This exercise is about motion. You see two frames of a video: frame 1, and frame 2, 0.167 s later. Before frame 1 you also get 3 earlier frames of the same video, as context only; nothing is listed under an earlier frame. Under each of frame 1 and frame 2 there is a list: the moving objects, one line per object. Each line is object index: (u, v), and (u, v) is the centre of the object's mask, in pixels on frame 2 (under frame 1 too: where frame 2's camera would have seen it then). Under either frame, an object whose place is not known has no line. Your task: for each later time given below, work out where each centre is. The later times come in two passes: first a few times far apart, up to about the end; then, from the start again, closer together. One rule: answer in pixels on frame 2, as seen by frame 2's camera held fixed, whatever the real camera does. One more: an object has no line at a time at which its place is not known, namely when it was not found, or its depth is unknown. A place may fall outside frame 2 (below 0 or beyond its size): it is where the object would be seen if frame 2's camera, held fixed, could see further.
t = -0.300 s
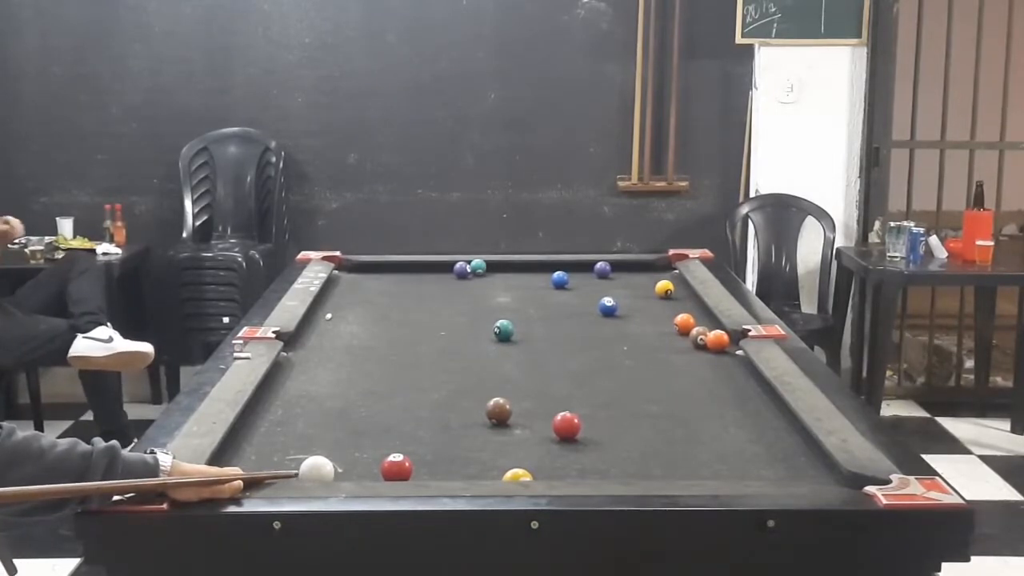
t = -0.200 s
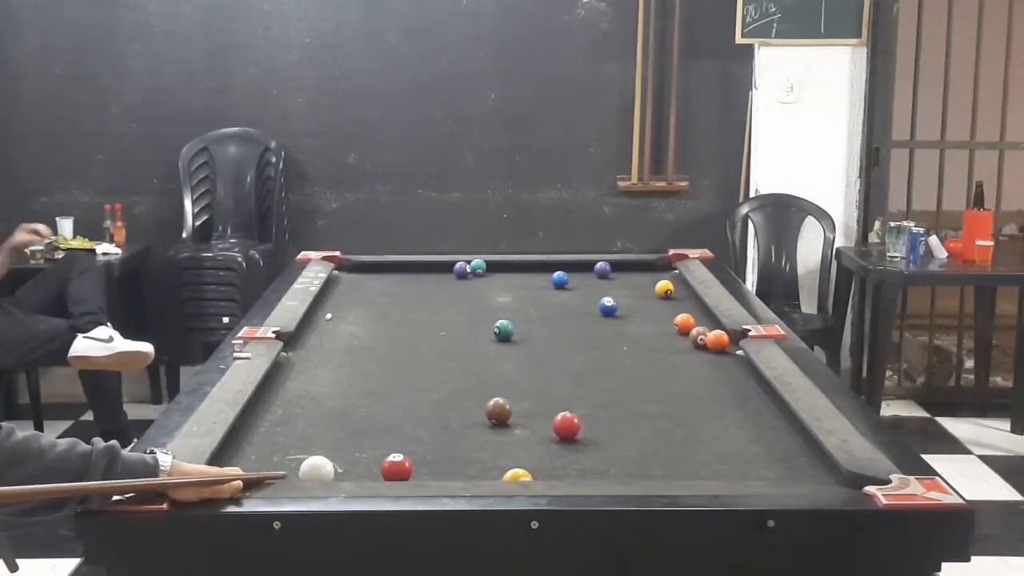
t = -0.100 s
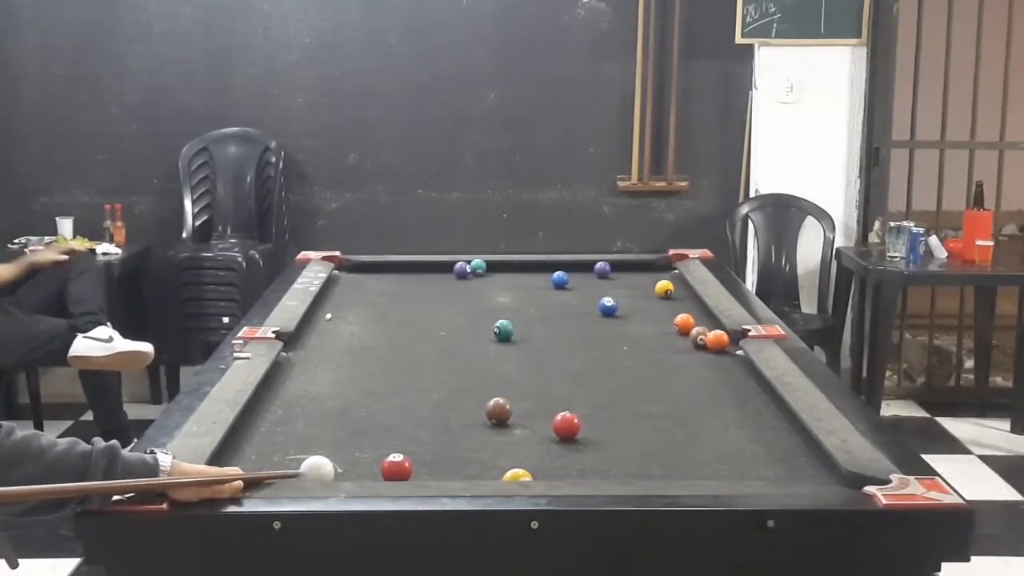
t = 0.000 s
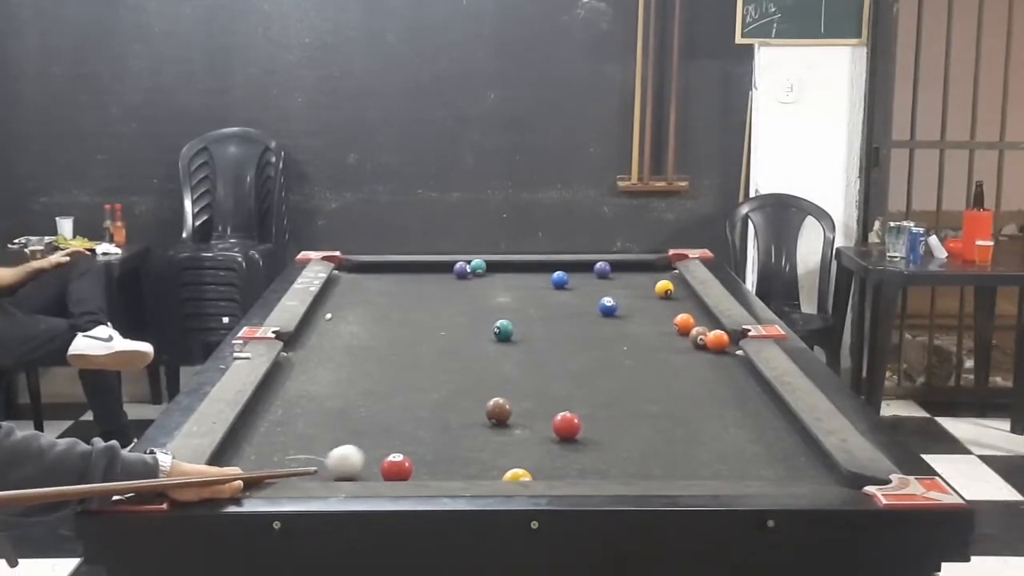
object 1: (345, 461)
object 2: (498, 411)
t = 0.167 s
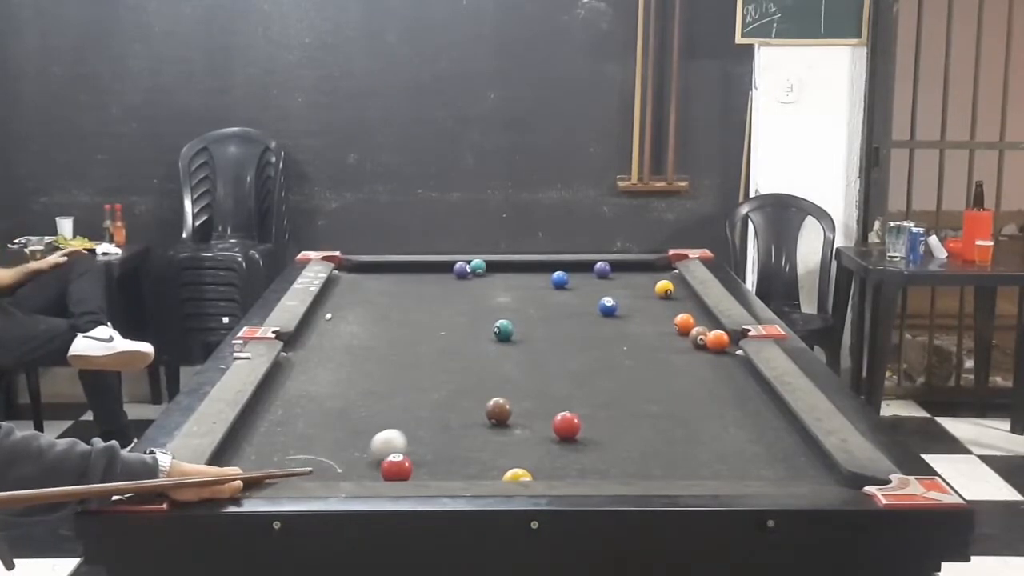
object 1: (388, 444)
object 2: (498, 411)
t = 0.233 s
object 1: (405, 438)
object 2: (498, 411)
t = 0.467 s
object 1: (456, 420)
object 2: (498, 411)
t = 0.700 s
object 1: (477, 407)
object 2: (527, 406)
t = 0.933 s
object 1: (483, 398)
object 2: (565, 399)
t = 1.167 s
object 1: (489, 390)
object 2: (600, 394)
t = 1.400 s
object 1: (493, 383)
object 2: (631, 389)
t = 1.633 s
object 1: (497, 377)
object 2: (658, 384)
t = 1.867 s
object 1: (501, 371)
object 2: (683, 380)
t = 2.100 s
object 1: (504, 367)
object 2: (705, 377)
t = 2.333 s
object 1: (507, 364)
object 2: (725, 374)
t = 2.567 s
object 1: (509, 362)
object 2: (743, 371)
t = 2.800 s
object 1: (511, 360)
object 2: (735, 370)
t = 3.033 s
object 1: (511, 358)
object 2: (726, 369)
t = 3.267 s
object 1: (512, 358)
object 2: (719, 368)
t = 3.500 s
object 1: (512, 357)
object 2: (715, 368)
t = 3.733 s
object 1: (512, 358)
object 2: (713, 368)
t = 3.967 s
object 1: (512, 358)
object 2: (714, 368)
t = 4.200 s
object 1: (512, 358)
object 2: (714, 368)
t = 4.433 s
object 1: (512, 358)
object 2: (714, 368)
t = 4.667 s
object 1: (512, 358)
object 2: (714, 368)
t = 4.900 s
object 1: (512, 358)
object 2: (714, 368)
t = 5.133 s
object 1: (512, 358)
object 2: (714, 368)
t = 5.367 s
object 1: (512, 358)
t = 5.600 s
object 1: (512, 358)
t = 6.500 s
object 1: (512, 358)
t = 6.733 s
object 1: (512, 358)
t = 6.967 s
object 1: (512, 357)
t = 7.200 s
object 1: (512, 358)
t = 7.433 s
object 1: (517, 356)
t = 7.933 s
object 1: (521, 357)
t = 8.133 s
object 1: (511, 358)
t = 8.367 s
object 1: (511, 358)
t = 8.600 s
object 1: (512, 359)
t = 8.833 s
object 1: (512, 357)
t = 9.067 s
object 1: (513, 359)
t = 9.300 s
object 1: (512, 358)
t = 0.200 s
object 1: (397, 441)
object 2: (498, 411)
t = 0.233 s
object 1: (405, 438)
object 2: (498, 411)
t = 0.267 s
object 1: (413, 437)
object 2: (498, 411)
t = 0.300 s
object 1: (420, 433)
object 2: (498, 411)
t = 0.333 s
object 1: (427, 431)
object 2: (498, 411)
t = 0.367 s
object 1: (435, 427)
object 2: (498, 411)
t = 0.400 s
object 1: (442, 425)
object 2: (498, 411)
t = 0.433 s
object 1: (449, 423)
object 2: (498, 411)
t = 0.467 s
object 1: (456, 420)
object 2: (498, 411)
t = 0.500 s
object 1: (463, 418)
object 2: (499, 411)
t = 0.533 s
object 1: (470, 415)
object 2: (499, 411)
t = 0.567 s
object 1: (473, 413)
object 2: (502, 411)
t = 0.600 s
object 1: (474, 411)
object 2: (509, 409)
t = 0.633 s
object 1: (475, 410)
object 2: (516, 408)
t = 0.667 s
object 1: (476, 408)
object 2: (522, 407)
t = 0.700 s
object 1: (477, 407)
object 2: (527, 406)
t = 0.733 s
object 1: (478, 405)
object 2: (533, 405)
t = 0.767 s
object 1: (479, 404)
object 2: (538, 404)
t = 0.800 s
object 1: (480, 403)
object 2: (544, 404)
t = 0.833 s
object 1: (481, 402)
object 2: (549, 402)
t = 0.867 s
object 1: (481, 400)
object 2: (554, 401)
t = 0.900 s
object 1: (482, 399)
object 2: (560, 400)
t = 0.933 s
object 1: (483, 398)
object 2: (565, 399)
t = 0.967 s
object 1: (484, 397)
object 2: (571, 398)
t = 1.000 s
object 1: (485, 396)
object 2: (576, 398)
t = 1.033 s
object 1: (486, 394)
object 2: (581, 398)
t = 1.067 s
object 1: (486, 393)
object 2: (587, 396)
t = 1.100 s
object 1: (487, 392)
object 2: (591, 395)
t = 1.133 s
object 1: (488, 391)
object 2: (596, 395)
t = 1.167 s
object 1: (489, 390)
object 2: (600, 394)
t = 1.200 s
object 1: (490, 389)
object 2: (605, 393)
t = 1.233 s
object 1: (490, 388)
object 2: (609, 392)
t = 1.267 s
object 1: (491, 387)
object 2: (614, 392)
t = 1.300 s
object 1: (491, 385)
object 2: (618, 391)
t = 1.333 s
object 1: (492, 384)
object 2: (622, 390)
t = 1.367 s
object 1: (493, 384)
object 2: (626, 389)
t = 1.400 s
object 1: (493, 383)
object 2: (631, 389)
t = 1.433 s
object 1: (494, 382)
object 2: (635, 388)
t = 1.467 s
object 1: (494, 381)
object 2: (639, 388)
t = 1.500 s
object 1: (495, 380)
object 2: (643, 387)
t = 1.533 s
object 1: (495, 379)
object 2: (647, 386)
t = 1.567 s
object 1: (496, 378)
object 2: (651, 385)
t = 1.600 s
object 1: (497, 377)
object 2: (655, 385)
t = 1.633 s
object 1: (497, 377)
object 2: (658, 384)
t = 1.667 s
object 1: (498, 376)
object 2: (662, 384)
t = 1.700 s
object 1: (498, 375)
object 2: (666, 383)
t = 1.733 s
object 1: (499, 374)
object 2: (670, 382)
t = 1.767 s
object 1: (499, 373)
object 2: (673, 382)
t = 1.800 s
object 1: (500, 373)
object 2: (677, 381)
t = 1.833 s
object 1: (500, 372)
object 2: (680, 381)
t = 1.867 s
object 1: (501, 371)
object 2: (683, 380)
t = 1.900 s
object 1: (501, 371)
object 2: (686, 380)
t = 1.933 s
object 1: (502, 370)
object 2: (689, 379)
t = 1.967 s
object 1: (502, 369)
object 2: (693, 379)
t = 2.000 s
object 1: (503, 369)
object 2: (696, 378)
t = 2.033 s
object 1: (503, 368)
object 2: (699, 378)
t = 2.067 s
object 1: (504, 368)
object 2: (702, 377)
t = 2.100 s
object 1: (504, 367)
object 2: (705, 377)
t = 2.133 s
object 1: (505, 367)
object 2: (708, 376)
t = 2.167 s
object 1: (505, 366)
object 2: (711, 376)
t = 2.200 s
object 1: (505, 366)
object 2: (714, 375)
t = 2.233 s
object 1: (506, 365)
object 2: (717, 375)
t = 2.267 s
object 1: (506, 365)
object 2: (720, 374)
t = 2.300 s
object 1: (507, 364)
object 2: (723, 374)
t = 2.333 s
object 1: (507, 364)
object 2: (725, 374)
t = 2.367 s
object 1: (507, 364)
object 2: (728, 373)
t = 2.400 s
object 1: (508, 363)
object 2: (731, 373)
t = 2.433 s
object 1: (508, 363)
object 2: (733, 373)
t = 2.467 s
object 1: (508, 362)
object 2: (736, 372)
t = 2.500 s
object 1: (509, 362)
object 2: (738, 372)
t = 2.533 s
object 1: (509, 362)
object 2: (741, 372)
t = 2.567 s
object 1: (509, 362)
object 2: (743, 371)
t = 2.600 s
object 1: (510, 361)
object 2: (745, 371)
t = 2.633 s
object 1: (510, 361)
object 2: (744, 371)
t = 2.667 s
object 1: (510, 360)
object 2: (742, 371)
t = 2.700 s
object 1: (510, 360)
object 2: (740, 370)
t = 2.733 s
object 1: (510, 360)
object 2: (739, 370)
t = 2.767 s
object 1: (511, 360)
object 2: (737, 370)
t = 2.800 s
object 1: (511, 360)
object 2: (735, 370)
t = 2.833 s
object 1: (511, 359)
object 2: (734, 370)
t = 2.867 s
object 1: (511, 359)
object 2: (732, 369)
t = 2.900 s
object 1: (511, 359)
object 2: (731, 370)
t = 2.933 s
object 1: (511, 359)
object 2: (729, 369)
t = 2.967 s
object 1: (511, 358)
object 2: (728, 369)
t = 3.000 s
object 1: (511, 358)
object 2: (727, 369)
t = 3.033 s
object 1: (511, 358)
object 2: (726, 369)
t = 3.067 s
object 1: (511, 358)
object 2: (725, 369)
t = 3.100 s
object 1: (511, 358)
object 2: (724, 369)
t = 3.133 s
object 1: (512, 358)
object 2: (723, 369)
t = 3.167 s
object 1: (512, 358)
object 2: (722, 369)
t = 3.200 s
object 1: (512, 358)
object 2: (721, 369)
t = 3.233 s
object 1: (512, 358)
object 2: (720, 368)
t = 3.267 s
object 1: (512, 358)
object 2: (719, 368)
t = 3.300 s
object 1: (512, 358)
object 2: (719, 368)
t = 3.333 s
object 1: (512, 358)
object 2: (718, 368)
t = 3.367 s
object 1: (512, 358)
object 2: (717, 368)
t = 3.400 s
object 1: (512, 357)
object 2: (716, 368)
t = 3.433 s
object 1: (512, 357)
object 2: (716, 368)
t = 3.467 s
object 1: (512, 357)
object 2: (715, 368)
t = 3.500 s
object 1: (512, 357)
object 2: (715, 368)
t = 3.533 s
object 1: (512, 357)
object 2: (715, 368)
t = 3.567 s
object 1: (512, 358)
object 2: (714, 368)
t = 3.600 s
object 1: (512, 358)
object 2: (714, 368)
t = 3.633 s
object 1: (512, 358)
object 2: (714, 368)
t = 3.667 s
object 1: (512, 358)
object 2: (714, 368)
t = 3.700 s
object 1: (512, 358)
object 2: (714, 368)
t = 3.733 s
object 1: (512, 358)
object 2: (713, 368)
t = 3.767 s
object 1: (512, 357)
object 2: (714, 368)
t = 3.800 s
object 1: (512, 358)
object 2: (714, 368)
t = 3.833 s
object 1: (512, 357)
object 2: (714, 368)
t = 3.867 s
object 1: (512, 358)
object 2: (714, 368)
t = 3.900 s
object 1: (512, 358)
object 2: (714, 368)
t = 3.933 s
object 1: (512, 358)
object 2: (714, 368)
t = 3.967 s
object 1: (512, 358)
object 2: (714, 368)
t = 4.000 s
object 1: (512, 358)
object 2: (714, 368)
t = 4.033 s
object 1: (512, 358)
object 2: (715, 368)
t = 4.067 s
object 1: (512, 358)
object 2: (714, 368)
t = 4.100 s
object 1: (512, 358)
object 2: (714, 368)
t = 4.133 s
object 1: (512, 358)
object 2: (714, 368)
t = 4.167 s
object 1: (512, 358)
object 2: (714, 368)
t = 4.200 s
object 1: (512, 358)
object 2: (714, 368)
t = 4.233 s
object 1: (512, 358)
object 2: (714, 368)
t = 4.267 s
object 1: (512, 358)
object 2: (714, 368)
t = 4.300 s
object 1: (512, 358)
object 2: (714, 368)
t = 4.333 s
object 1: (512, 358)
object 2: (714, 368)
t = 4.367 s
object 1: (512, 358)
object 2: (714, 368)
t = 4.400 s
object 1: (512, 358)
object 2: (714, 368)
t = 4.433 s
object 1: (512, 358)
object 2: (714, 368)
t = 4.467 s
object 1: (512, 358)
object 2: (714, 368)
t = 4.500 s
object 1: (512, 358)
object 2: (714, 368)
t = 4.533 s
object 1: (512, 358)
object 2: (714, 368)
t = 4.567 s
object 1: (512, 358)
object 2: (714, 368)
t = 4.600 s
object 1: (512, 358)
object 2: (714, 368)
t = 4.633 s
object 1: (512, 358)
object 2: (714, 368)
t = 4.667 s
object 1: (512, 358)
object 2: (714, 368)
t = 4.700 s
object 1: (512, 358)
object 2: (714, 368)
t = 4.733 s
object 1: (512, 358)
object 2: (714, 368)
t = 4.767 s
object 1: (512, 358)
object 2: (714, 368)
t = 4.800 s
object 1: (512, 358)
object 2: (714, 368)
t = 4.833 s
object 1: (512, 358)
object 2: (714, 368)
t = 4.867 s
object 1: (512, 358)
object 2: (714, 368)
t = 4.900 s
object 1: (512, 358)
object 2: (714, 368)
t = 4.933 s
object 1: (512, 358)
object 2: (714, 368)
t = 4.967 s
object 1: (512, 358)
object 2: (714, 368)
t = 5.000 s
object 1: (512, 358)
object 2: (714, 368)
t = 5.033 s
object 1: (512, 358)
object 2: (714, 368)
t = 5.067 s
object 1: (512, 358)
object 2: (714, 368)
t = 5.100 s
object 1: (512, 358)
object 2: (714, 368)
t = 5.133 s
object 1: (512, 358)
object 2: (714, 368)
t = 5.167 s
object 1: (512, 358)
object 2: (714, 368)
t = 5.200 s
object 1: (512, 358)
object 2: (714, 368)
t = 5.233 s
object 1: (512, 358)
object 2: (714, 368)
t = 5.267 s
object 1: (512, 358)
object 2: (714, 368)
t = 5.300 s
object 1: (512, 358)
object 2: (714, 368)
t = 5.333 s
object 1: (512, 358)
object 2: (715, 368)
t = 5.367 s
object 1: (512, 358)
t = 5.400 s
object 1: (512, 358)
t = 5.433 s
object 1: (512, 358)
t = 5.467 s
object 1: (512, 356)
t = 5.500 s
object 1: (512, 358)
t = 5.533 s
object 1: (512, 358)
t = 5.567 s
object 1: (512, 358)
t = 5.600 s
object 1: (512, 358)
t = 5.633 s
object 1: (512, 358)
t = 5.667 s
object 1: (512, 357)
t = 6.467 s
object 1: (512, 358)
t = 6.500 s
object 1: (512, 358)
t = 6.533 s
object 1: (512, 358)
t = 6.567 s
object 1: (512, 358)
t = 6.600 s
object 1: (512, 358)
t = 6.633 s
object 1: (512, 358)
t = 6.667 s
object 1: (512, 359)
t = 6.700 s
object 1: (512, 358)
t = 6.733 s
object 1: (512, 358)
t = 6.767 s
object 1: (512, 358)
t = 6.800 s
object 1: (512, 358)
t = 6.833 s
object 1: (512, 358)
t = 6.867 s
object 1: (512, 358)
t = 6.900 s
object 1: (512, 358)
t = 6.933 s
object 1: (512, 358)
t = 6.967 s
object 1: (512, 357)
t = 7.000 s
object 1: (512, 357)
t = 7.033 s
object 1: (512, 358)
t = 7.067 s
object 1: (512, 357)
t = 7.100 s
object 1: (512, 357)
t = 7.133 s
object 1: (512, 358)
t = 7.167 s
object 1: (512, 358)
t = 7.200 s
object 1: (512, 358)
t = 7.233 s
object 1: (512, 358)
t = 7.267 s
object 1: (511, 358)
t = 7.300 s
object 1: (512, 358)
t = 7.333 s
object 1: (512, 358)
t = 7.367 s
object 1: (512, 358)
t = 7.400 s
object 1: (512, 358)
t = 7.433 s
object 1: (517, 356)
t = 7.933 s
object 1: (521, 357)
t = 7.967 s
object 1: (517, 357)
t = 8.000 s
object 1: (514, 358)
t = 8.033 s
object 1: (512, 358)
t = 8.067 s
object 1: (511, 358)
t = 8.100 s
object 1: (511, 358)
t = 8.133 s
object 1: (511, 358)
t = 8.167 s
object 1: (511, 358)
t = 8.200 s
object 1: (512, 358)
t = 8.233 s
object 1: (512, 358)
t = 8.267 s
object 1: (511, 359)
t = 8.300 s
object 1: (511, 358)
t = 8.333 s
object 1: (512, 358)
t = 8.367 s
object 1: (511, 358)
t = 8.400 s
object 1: (511, 359)
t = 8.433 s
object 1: (511, 359)
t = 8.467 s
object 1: (511, 359)
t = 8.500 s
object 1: (511, 359)
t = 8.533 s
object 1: (511, 359)
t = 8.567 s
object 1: (511, 358)
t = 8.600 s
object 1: (512, 359)
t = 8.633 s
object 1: (512, 359)
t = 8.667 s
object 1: (512, 358)
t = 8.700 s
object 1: (512, 358)
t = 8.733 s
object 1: (512, 358)
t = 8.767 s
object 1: (512, 357)
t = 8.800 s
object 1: (512, 357)
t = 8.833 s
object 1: (512, 357)
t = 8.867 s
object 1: (512, 358)
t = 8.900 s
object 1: (512, 358)
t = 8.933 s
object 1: (512, 358)
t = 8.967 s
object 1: (512, 358)
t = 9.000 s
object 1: (512, 358)
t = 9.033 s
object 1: (513, 359)
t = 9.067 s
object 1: (513, 359)
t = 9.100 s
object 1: (512, 359)
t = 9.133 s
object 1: (512, 359)
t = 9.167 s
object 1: (512, 359)
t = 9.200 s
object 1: (512, 359)
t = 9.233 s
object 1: (512, 359)
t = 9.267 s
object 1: (512, 358)
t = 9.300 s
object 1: (512, 358)
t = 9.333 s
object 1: (512, 358)
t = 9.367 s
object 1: (512, 358)
